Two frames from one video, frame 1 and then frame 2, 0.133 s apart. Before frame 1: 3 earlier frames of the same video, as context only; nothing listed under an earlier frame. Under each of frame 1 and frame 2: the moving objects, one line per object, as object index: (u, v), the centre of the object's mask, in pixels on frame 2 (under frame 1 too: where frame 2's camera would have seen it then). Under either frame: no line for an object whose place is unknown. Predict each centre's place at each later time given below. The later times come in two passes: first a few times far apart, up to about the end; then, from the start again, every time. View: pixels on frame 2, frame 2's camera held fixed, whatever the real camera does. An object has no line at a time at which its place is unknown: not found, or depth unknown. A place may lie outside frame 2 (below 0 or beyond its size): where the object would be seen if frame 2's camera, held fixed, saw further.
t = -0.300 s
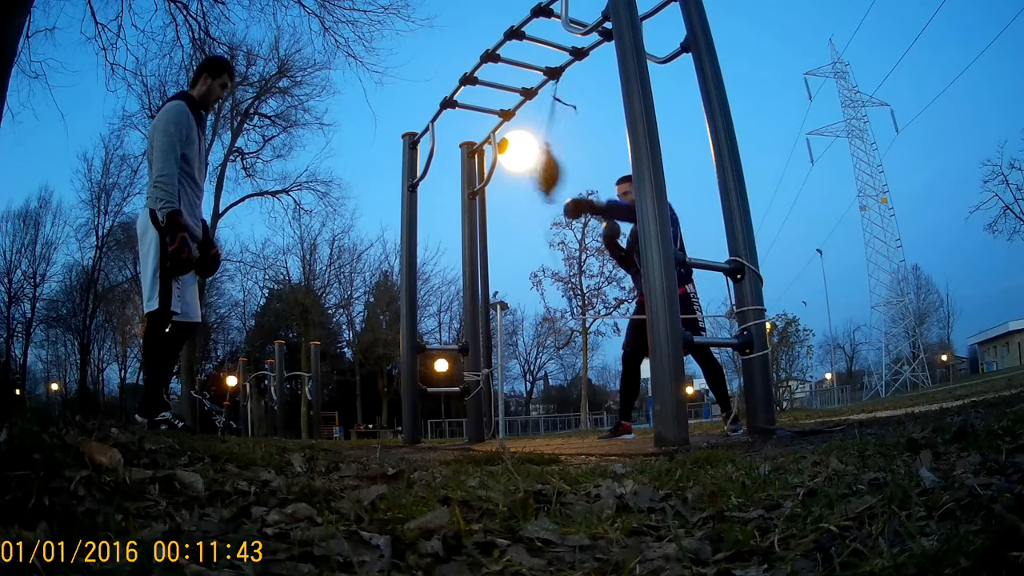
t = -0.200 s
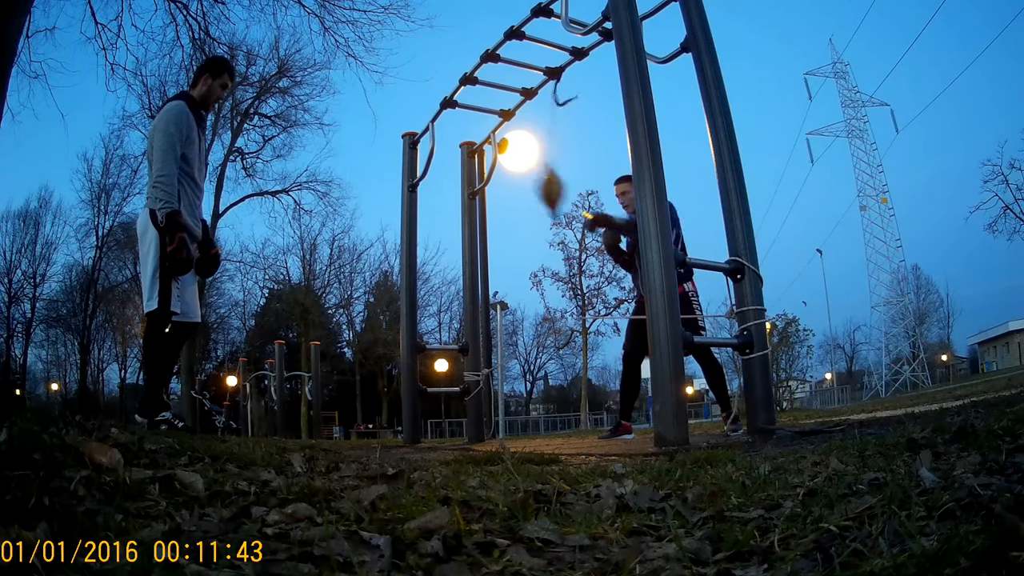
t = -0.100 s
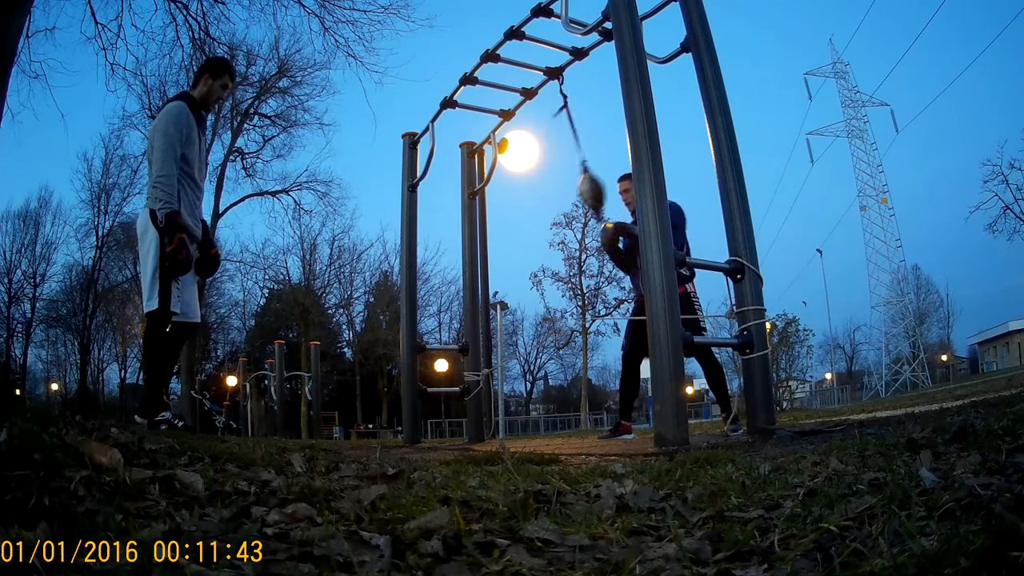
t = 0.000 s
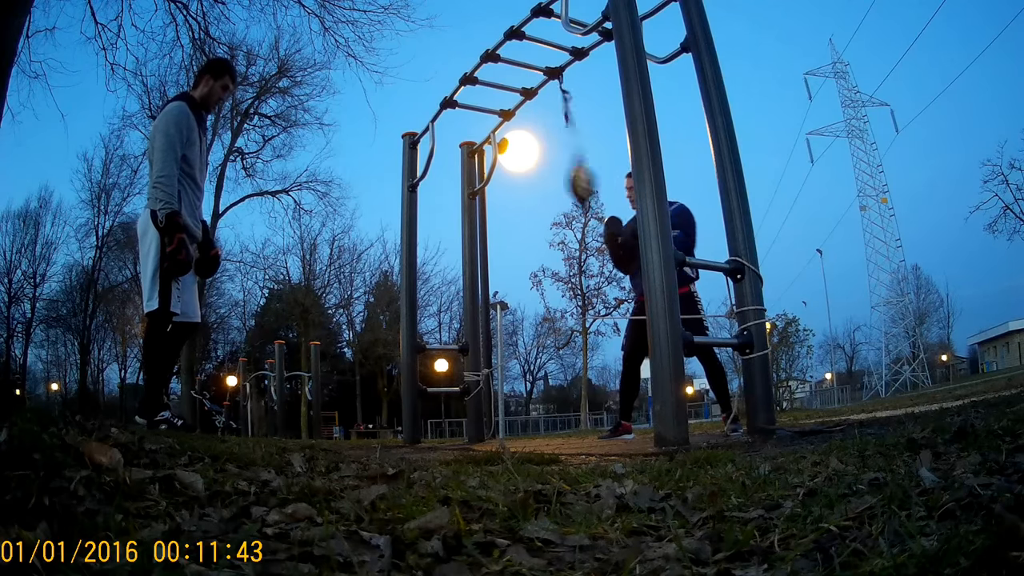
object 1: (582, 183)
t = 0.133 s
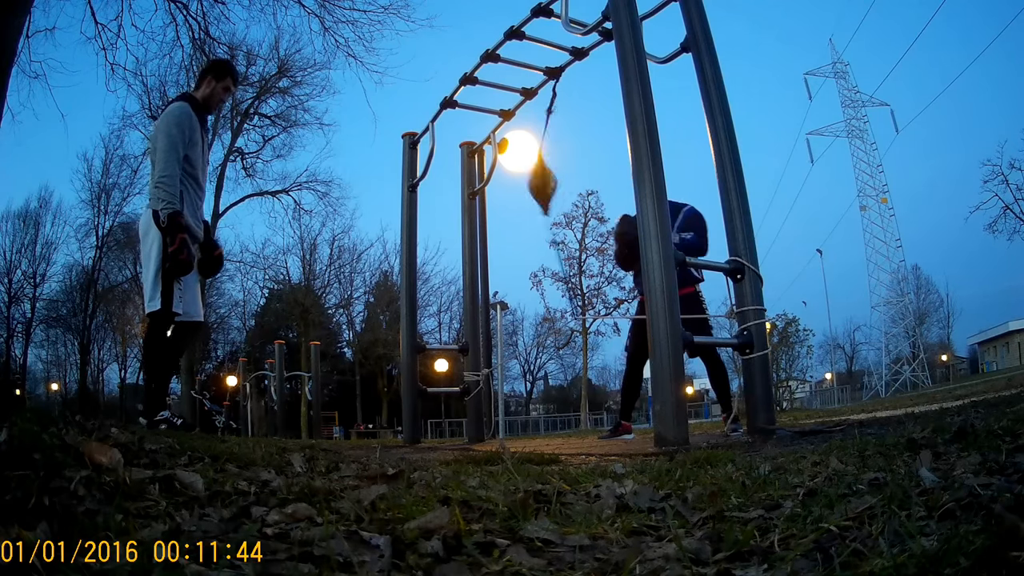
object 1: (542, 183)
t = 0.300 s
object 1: (593, 191)
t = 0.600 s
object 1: (566, 191)
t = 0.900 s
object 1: (544, 187)
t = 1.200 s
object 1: (572, 182)
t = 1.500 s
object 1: (591, 188)
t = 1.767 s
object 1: (554, 189)
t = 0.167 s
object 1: (550, 192)
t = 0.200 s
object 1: (563, 194)
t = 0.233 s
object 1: (575, 191)
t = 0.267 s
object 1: (586, 192)
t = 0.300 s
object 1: (593, 191)
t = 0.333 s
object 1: (594, 186)
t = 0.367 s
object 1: (587, 184)
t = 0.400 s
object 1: (573, 179)
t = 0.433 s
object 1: (561, 176)
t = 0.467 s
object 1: (551, 180)
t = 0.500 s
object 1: (544, 184)
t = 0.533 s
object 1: (546, 188)
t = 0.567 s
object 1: (555, 193)
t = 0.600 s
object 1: (566, 191)
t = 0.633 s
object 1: (576, 190)
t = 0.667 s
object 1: (589, 191)
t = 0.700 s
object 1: (594, 187)
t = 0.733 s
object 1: (592, 184)
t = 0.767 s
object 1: (583, 183)
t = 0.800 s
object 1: (571, 179)
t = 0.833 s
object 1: (559, 179)
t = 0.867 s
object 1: (549, 183)
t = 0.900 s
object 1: (544, 187)
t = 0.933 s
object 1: (547, 189)
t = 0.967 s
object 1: (557, 192)
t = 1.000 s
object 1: (568, 192)
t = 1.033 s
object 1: (579, 190)
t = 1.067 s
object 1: (588, 190)
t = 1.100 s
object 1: (593, 188)
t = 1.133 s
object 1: (591, 187)
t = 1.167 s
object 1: (583, 184)
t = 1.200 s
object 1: (572, 182)
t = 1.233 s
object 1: (560, 181)
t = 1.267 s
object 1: (550, 183)
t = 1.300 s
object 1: (546, 186)
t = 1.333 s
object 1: (548, 187)
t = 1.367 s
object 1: (555, 189)
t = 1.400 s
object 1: (565, 189)
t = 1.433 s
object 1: (576, 188)
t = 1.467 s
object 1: (586, 189)
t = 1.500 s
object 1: (591, 188)
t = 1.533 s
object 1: (590, 186)
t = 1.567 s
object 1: (584, 185)
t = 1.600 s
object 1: (574, 182)
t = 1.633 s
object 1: (564, 181)
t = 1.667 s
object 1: (554, 183)
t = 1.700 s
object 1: (549, 186)
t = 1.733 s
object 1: (549, 187)
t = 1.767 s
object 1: (554, 189)
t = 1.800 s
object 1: (563, 191)
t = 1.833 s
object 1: (572, 191)
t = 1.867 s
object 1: (581, 191)
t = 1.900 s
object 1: (587, 189)
